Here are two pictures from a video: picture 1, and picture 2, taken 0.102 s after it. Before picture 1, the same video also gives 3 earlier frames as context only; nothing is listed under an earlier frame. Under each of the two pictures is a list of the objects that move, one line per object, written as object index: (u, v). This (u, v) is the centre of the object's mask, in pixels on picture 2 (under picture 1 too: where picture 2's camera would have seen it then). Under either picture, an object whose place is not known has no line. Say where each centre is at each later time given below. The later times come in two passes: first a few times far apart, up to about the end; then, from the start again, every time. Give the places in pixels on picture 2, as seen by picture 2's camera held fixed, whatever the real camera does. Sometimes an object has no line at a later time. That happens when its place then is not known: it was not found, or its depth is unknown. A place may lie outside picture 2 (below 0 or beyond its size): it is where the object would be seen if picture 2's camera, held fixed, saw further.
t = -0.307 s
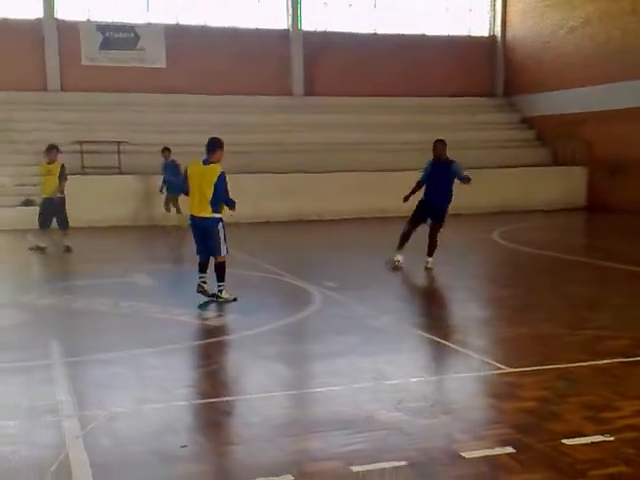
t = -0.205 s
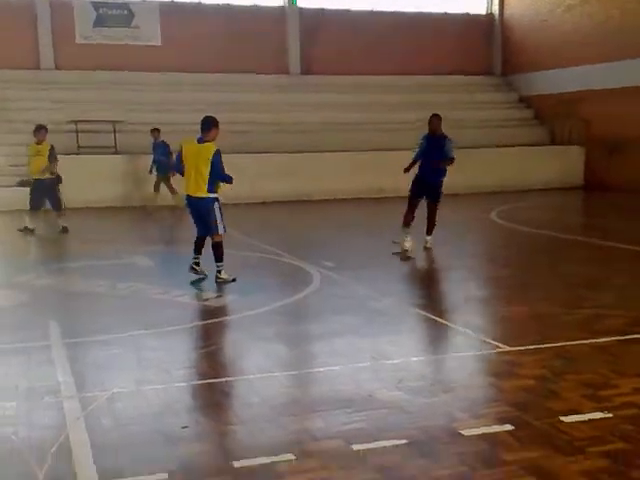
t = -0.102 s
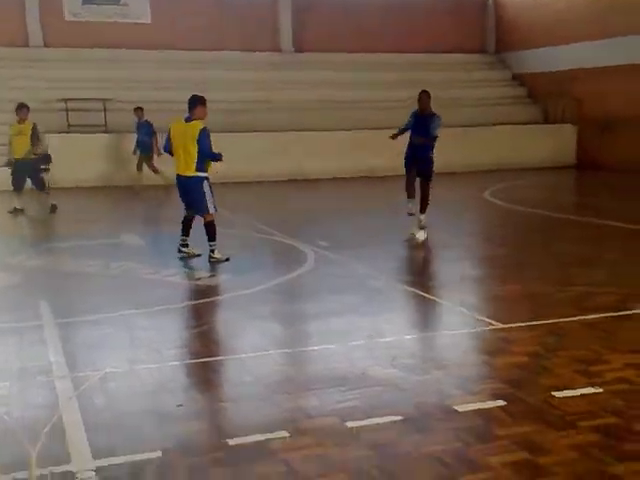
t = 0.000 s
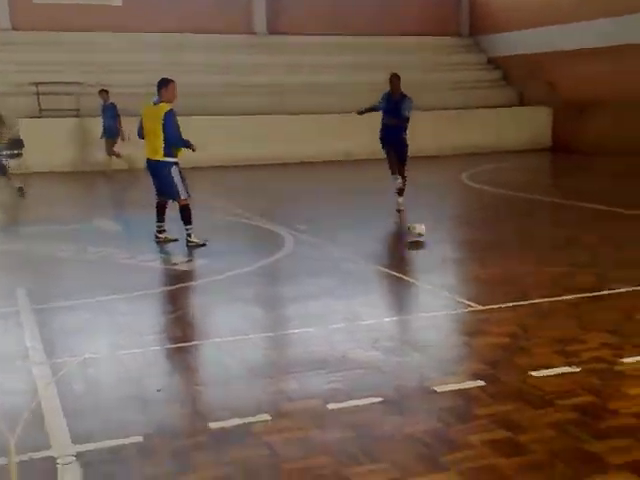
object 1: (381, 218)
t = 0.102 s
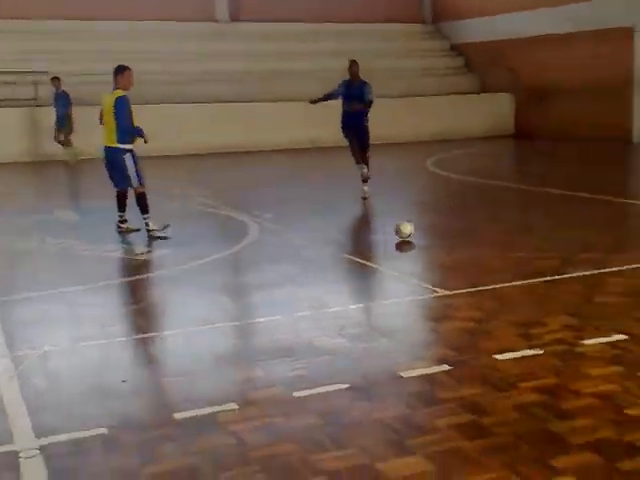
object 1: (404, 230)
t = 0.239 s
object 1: (441, 248)
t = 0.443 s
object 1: (504, 281)
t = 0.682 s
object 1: (607, 335)
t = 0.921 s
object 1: (786, 427)
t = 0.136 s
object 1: (413, 234)
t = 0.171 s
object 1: (421, 239)
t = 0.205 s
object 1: (430, 243)
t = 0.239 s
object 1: (441, 248)
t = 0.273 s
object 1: (450, 252)
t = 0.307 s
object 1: (460, 258)
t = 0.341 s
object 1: (470, 264)
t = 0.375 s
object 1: (480, 269)
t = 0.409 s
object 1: (492, 276)
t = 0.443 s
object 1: (504, 281)
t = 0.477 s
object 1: (518, 288)
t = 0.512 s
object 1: (530, 295)
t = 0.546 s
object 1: (544, 303)
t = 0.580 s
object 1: (559, 310)
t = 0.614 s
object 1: (574, 318)
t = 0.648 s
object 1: (591, 327)
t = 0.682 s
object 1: (607, 335)
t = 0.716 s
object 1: (626, 345)
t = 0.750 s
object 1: (647, 356)
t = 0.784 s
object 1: (669, 368)
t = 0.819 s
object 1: (695, 381)
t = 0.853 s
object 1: (722, 395)
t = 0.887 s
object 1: (753, 410)
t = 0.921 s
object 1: (786, 427)
